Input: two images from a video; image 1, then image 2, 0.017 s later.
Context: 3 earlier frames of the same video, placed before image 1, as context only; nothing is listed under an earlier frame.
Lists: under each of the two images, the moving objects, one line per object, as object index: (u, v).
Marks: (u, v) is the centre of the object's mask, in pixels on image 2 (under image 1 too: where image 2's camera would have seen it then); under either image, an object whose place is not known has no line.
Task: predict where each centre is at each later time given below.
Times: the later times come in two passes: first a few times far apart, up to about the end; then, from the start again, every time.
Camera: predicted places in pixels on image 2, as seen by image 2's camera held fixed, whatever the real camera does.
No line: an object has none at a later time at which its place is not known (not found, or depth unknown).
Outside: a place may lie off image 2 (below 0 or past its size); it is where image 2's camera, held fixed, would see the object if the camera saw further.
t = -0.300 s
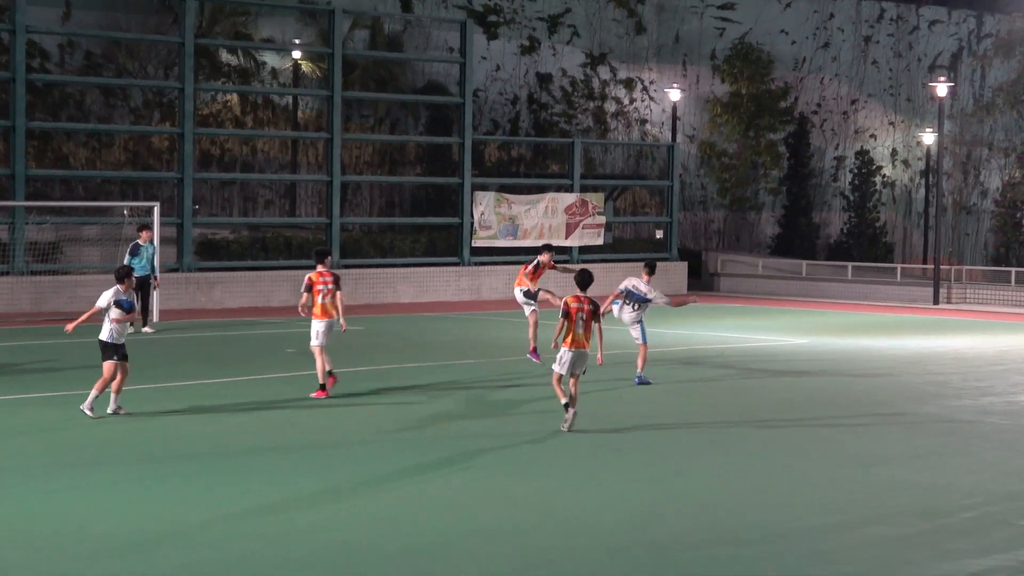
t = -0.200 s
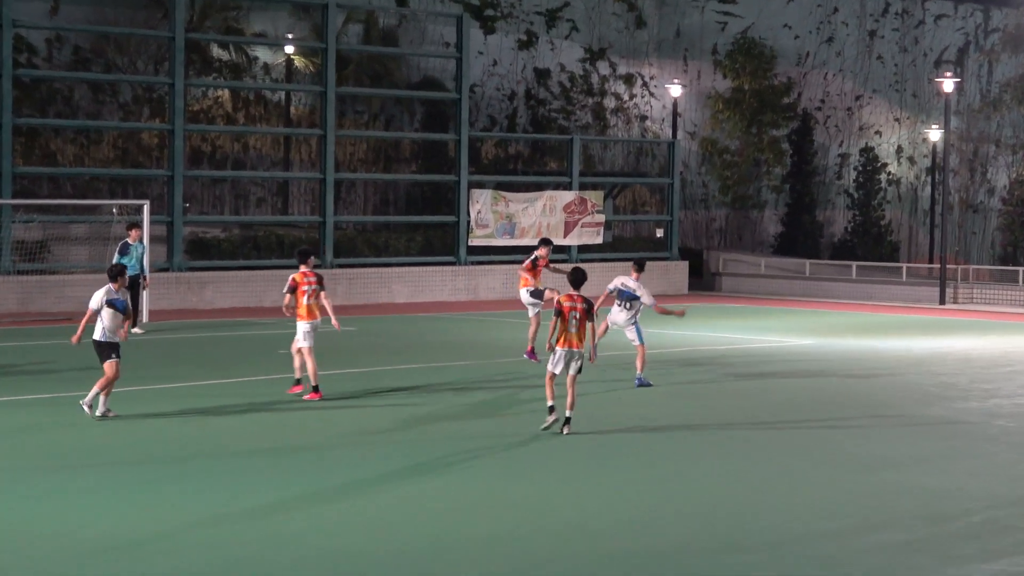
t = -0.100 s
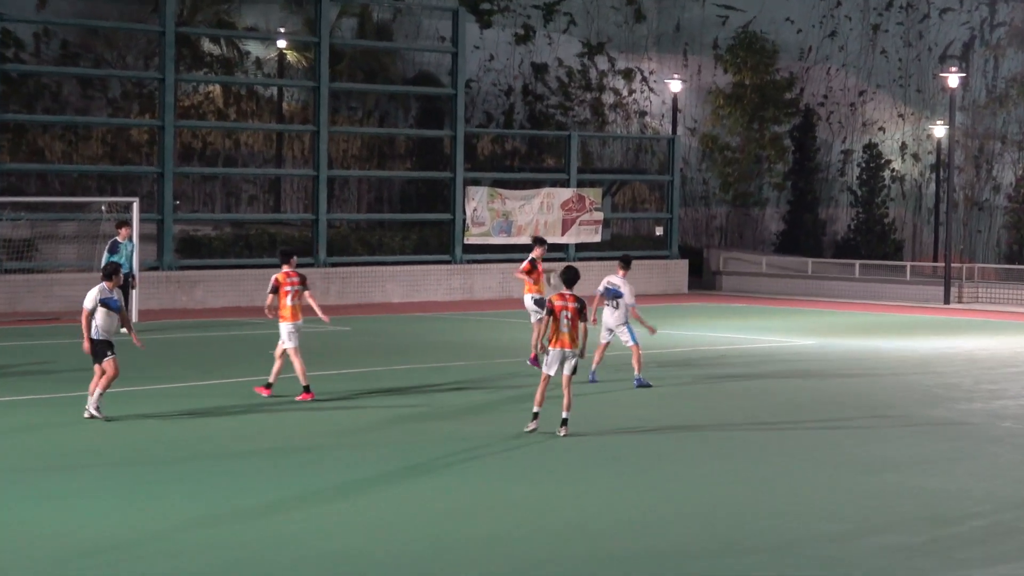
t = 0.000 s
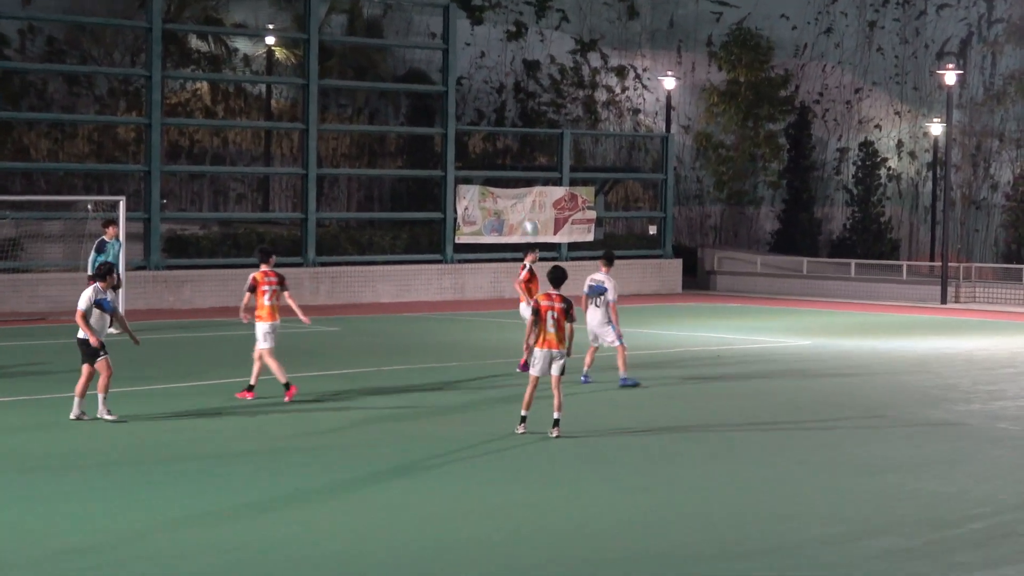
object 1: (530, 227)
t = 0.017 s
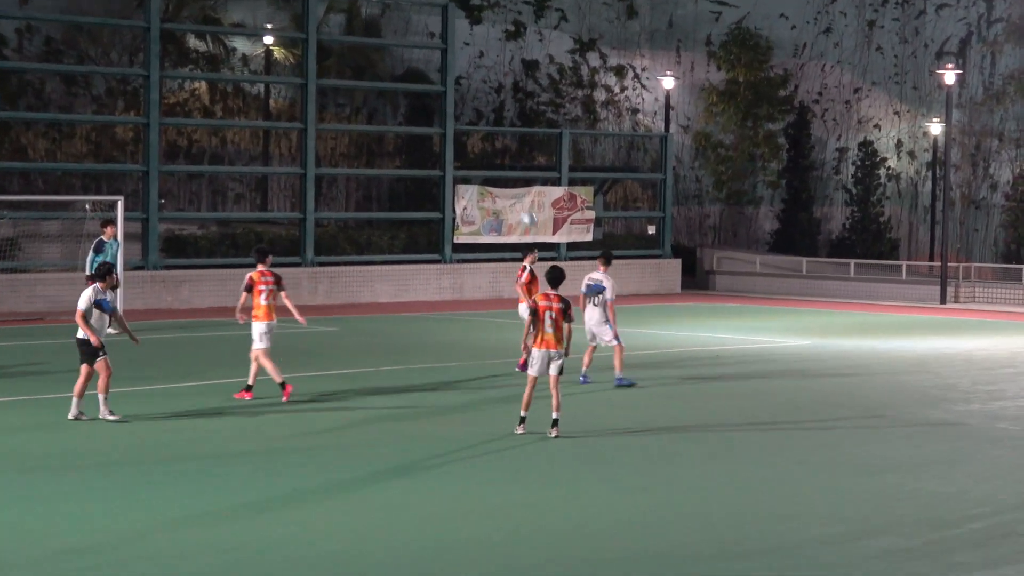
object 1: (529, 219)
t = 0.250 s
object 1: (492, 132)
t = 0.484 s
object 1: (458, 88)
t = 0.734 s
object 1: (423, 88)
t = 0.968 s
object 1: (390, 128)
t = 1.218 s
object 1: (357, 211)
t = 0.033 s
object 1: (525, 210)
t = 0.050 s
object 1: (523, 205)
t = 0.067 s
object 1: (520, 197)
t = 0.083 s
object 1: (517, 190)
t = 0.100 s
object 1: (514, 182)
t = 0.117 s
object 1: (511, 177)
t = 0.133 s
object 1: (509, 170)
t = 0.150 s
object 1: (506, 163)
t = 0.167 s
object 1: (504, 158)
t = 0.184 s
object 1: (501, 153)
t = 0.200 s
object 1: (499, 147)
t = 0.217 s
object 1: (497, 142)
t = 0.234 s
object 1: (494, 137)
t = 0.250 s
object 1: (492, 132)
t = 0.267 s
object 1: (489, 128)
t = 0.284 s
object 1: (487, 123)
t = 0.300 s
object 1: (484, 119)
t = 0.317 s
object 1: (482, 115)
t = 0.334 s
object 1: (479, 111)
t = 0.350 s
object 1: (477, 108)
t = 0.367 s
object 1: (474, 105)
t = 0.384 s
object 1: (472, 102)
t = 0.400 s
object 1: (469, 99)
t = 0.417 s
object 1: (467, 96)
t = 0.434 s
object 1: (464, 93)
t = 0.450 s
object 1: (462, 91)
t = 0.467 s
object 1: (460, 90)
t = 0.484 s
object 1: (458, 88)
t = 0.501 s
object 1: (455, 87)
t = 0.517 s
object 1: (453, 86)
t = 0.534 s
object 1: (451, 85)
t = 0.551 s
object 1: (449, 84)
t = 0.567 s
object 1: (446, 83)
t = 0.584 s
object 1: (444, 83)
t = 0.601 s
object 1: (442, 82)
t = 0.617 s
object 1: (439, 82)
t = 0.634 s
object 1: (437, 83)
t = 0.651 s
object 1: (435, 83)
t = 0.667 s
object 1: (433, 83)
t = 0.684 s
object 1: (430, 84)
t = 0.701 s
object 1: (428, 85)
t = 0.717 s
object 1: (425, 87)
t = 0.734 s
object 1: (423, 88)
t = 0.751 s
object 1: (421, 90)
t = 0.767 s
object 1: (419, 92)
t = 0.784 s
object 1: (416, 94)
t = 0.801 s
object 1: (414, 96)
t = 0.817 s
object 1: (412, 98)
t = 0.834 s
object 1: (409, 101)
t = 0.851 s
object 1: (407, 103)
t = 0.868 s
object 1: (405, 106)
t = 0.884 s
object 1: (402, 110)
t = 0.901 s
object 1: (400, 113)
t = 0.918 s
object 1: (398, 116)
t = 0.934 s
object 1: (396, 119)
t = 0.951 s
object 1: (393, 123)
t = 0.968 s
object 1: (390, 128)
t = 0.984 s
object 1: (388, 132)
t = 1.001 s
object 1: (386, 137)
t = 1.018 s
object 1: (384, 142)
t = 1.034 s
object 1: (382, 146)
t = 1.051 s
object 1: (379, 151)
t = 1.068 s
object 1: (376, 157)
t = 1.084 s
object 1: (374, 161)
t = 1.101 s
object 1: (372, 167)
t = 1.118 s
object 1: (370, 173)
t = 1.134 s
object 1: (368, 180)
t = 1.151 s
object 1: (366, 185)
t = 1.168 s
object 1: (363, 192)
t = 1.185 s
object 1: (361, 198)
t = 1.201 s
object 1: (359, 204)
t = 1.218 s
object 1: (357, 211)
